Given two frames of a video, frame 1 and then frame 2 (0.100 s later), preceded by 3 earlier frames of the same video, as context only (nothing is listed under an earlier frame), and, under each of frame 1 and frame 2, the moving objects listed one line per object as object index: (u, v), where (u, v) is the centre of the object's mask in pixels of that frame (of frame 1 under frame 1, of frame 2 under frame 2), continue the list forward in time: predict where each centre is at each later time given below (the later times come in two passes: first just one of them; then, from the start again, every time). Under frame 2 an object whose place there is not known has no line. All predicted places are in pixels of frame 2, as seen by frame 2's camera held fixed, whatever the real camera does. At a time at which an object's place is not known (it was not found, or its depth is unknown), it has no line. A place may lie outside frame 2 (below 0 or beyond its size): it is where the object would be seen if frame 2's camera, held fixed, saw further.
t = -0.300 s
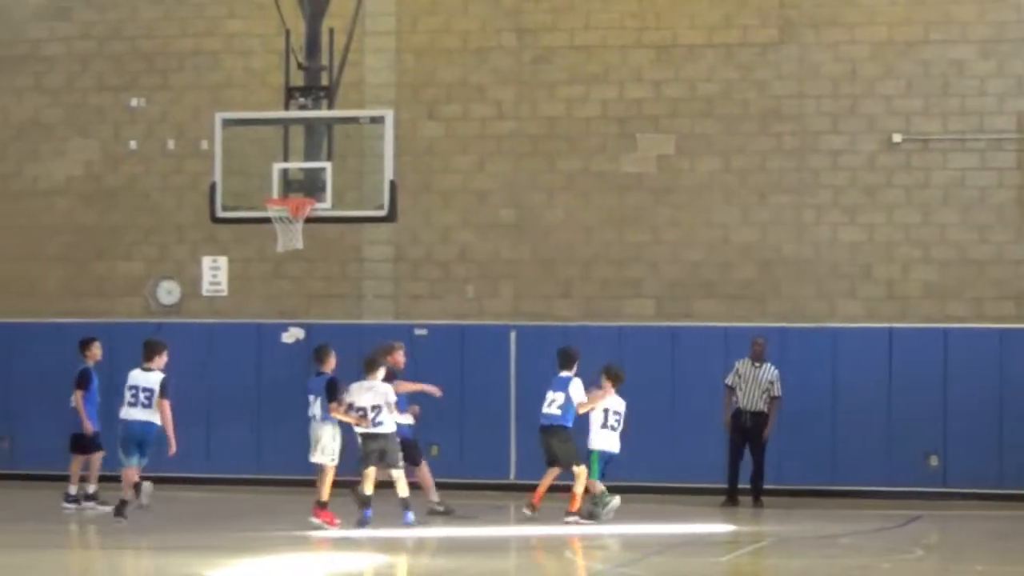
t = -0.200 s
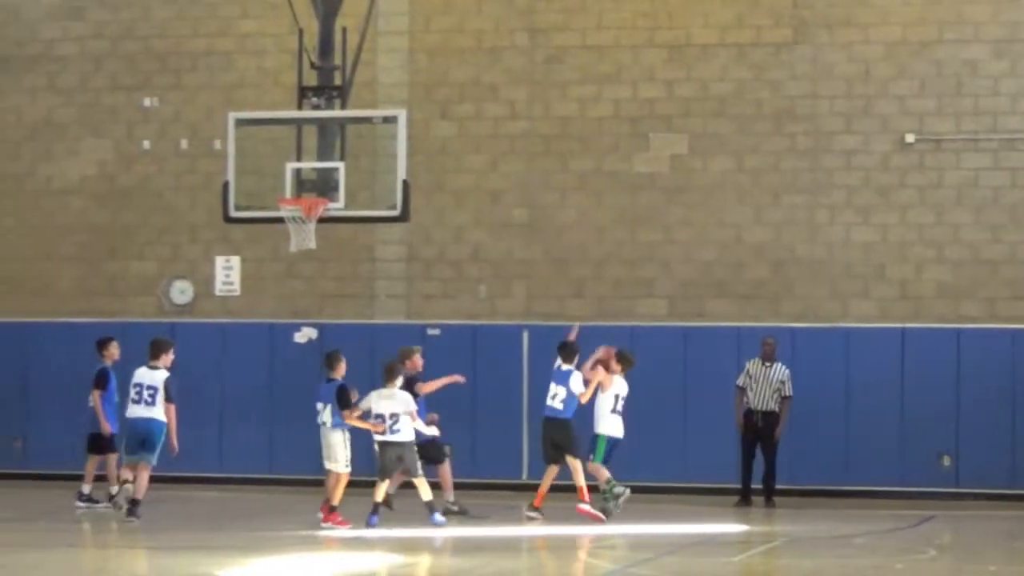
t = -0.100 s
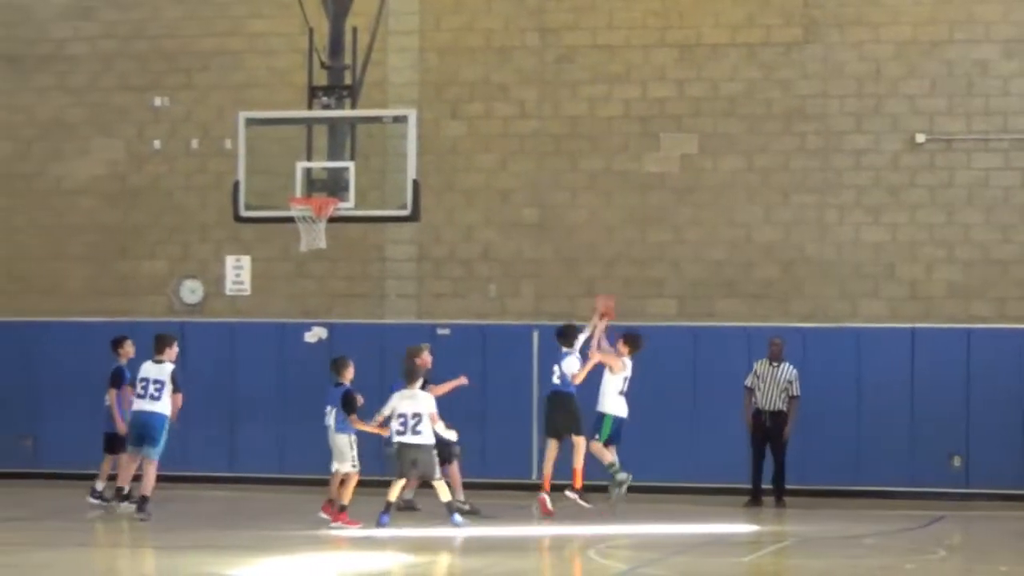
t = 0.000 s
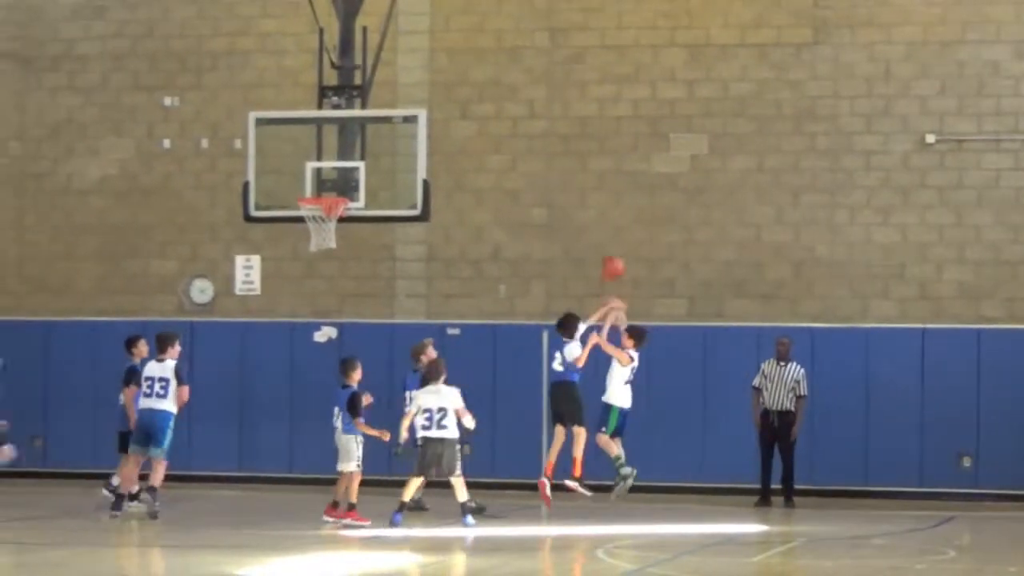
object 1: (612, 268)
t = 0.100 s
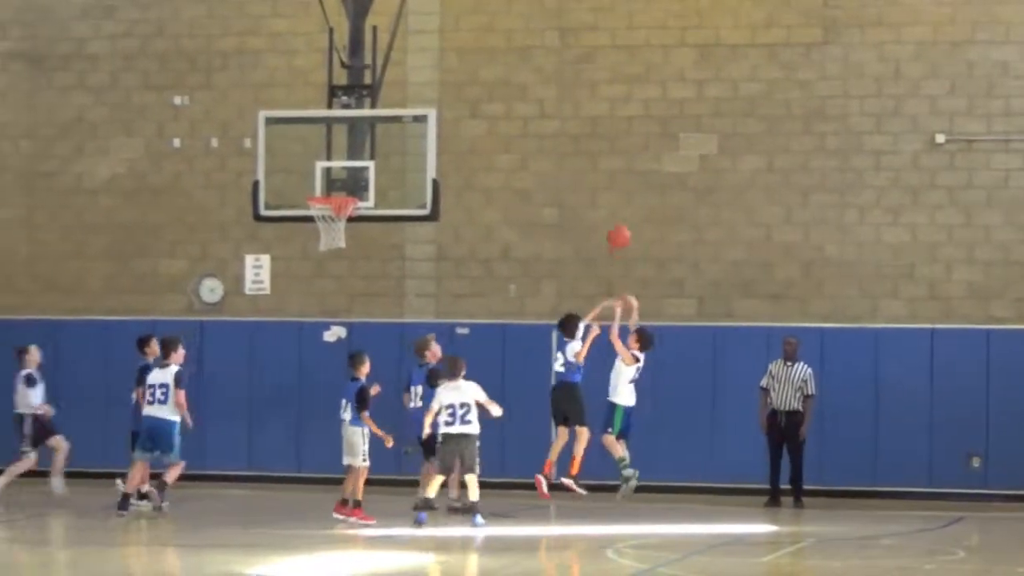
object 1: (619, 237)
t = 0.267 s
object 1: (613, 207)
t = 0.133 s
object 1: (617, 228)
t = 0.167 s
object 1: (617, 222)
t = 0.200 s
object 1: (617, 216)
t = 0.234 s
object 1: (614, 210)
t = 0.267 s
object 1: (613, 207)
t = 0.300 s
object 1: (612, 204)
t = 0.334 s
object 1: (611, 203)
